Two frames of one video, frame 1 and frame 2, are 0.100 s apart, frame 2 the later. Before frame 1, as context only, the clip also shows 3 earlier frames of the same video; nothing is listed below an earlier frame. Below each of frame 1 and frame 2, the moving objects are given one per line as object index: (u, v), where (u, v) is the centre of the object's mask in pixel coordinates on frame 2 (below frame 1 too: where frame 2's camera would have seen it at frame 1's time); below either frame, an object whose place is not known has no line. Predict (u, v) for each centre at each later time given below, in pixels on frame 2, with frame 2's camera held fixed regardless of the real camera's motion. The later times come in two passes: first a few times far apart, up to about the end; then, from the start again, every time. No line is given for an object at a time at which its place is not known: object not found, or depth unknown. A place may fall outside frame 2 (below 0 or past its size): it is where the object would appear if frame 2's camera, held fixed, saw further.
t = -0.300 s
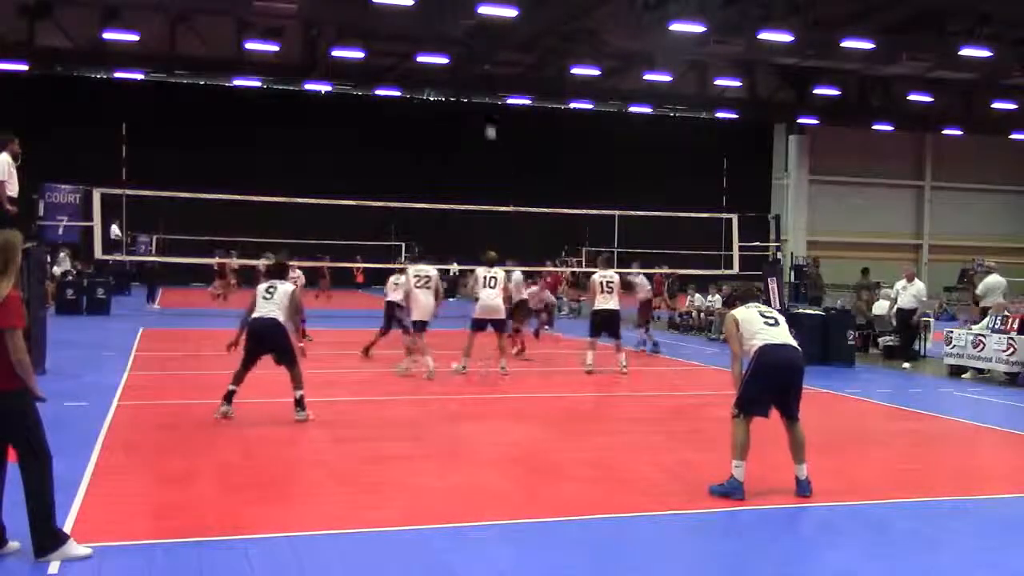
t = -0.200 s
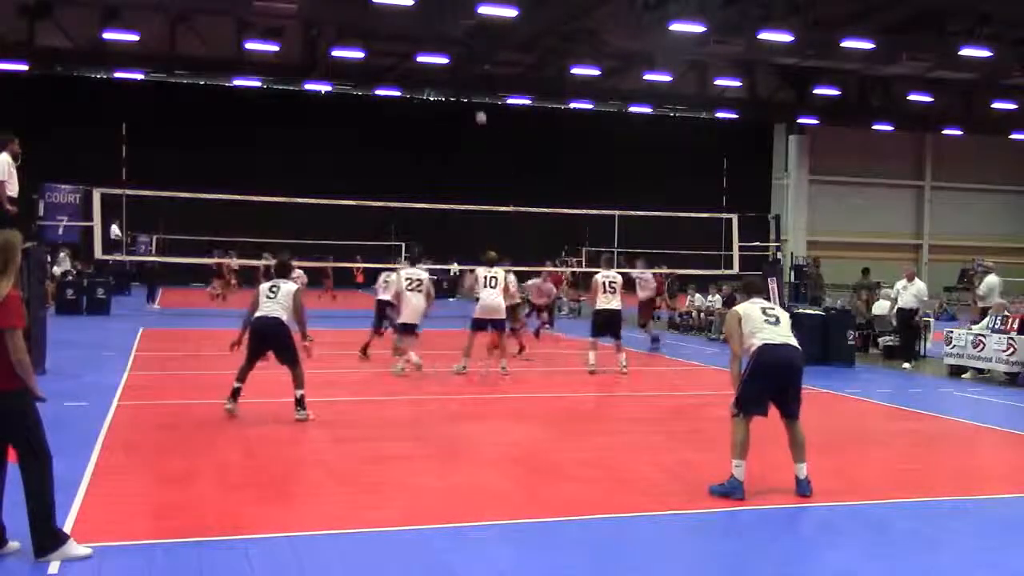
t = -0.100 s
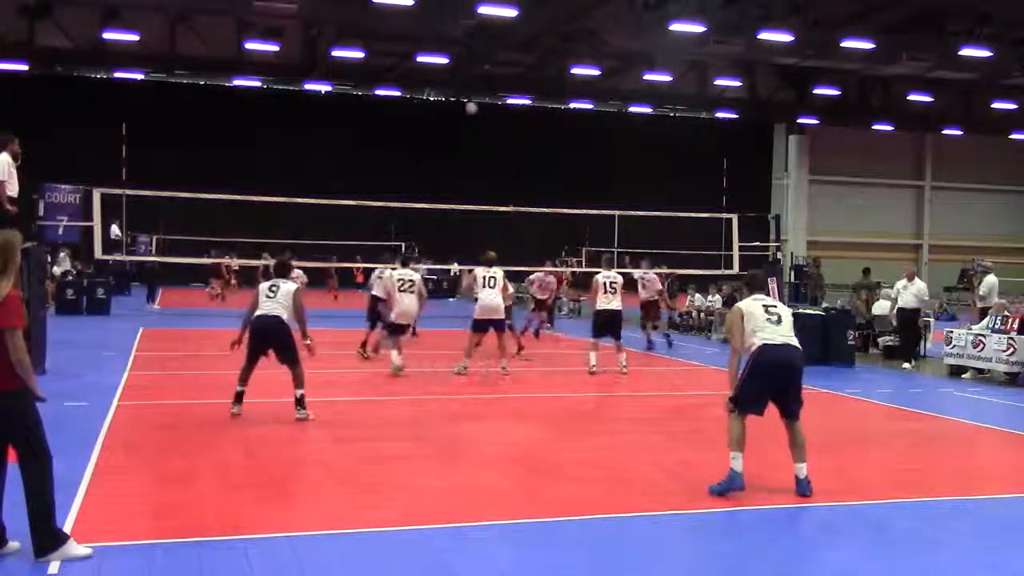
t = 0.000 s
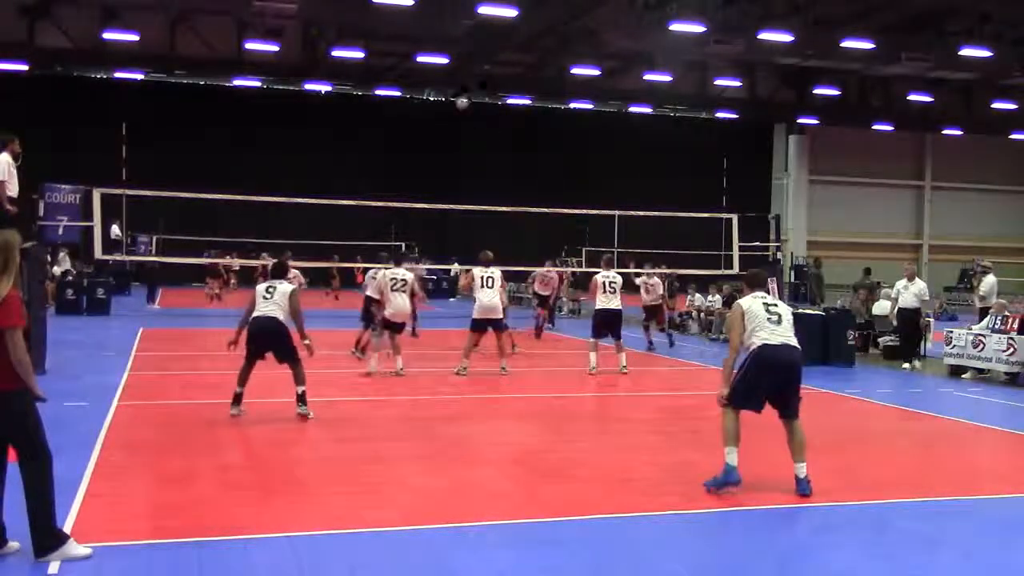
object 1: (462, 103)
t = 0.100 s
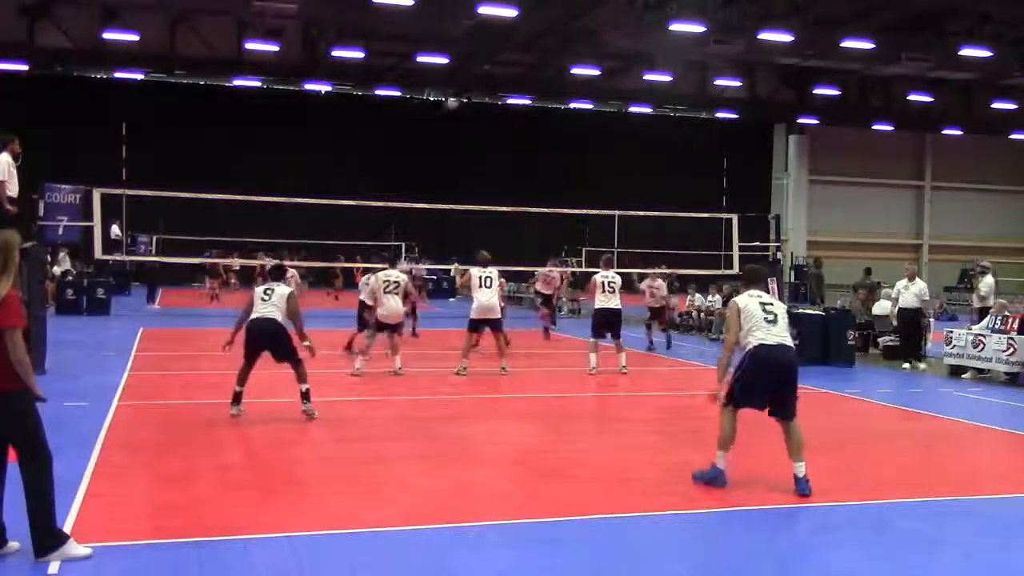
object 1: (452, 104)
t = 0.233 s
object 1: (436, 113)
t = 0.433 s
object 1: (413, 145)
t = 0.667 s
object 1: (387, 213)
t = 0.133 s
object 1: (447, 106)
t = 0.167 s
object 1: (444, 107)
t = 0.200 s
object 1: (440, 110)
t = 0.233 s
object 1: (436, 113)
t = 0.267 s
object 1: (432, 117)
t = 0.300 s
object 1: (429, 121)
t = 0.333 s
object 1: (425, 126)
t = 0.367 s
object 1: (421, 132)
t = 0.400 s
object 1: (417, 139)
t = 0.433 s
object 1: (413, 145)
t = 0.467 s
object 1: (410, 153)
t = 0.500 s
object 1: (407, 162)
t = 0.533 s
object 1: (402, 170)
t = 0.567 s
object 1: (399, 179)
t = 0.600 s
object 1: (395, 189)
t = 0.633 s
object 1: (391, 198)
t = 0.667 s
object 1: (387, 213)
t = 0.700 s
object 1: (383, 222)
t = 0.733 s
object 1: (379, 235)
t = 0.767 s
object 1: (376, 248)
